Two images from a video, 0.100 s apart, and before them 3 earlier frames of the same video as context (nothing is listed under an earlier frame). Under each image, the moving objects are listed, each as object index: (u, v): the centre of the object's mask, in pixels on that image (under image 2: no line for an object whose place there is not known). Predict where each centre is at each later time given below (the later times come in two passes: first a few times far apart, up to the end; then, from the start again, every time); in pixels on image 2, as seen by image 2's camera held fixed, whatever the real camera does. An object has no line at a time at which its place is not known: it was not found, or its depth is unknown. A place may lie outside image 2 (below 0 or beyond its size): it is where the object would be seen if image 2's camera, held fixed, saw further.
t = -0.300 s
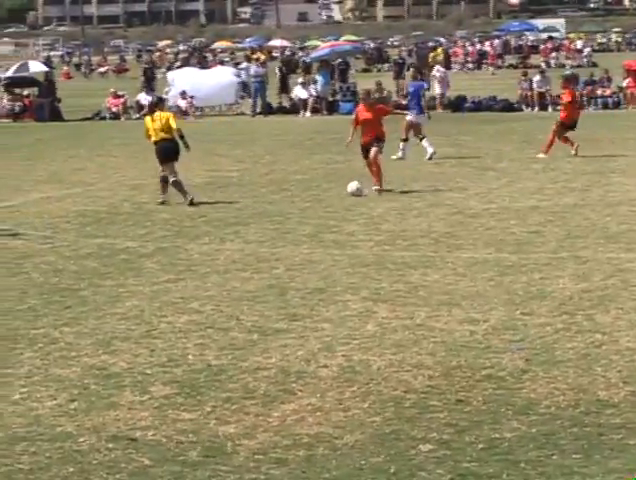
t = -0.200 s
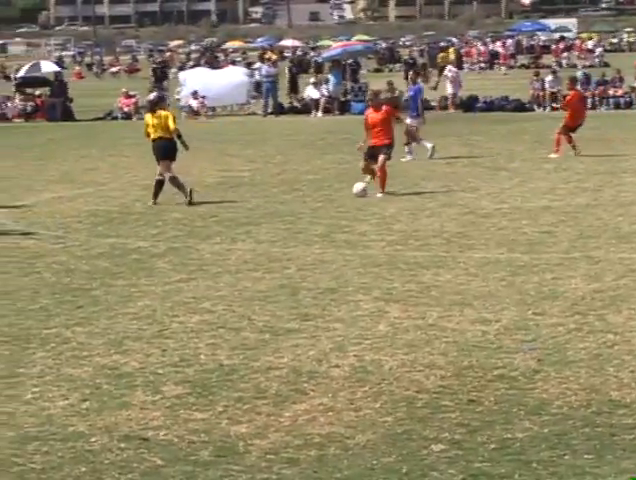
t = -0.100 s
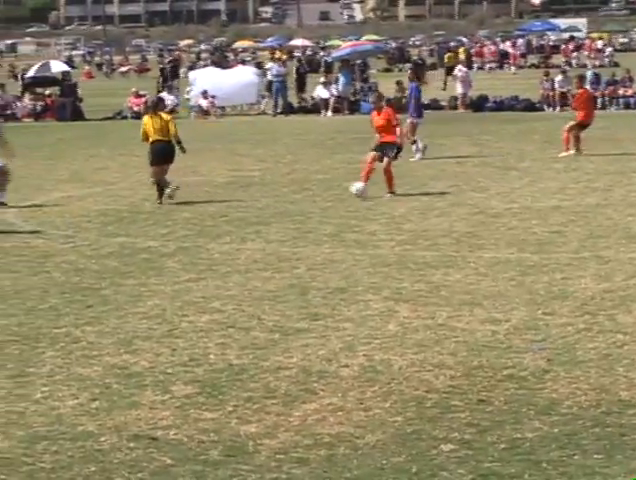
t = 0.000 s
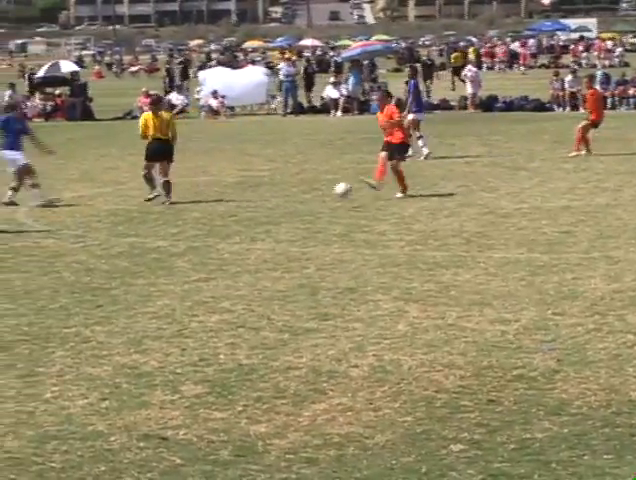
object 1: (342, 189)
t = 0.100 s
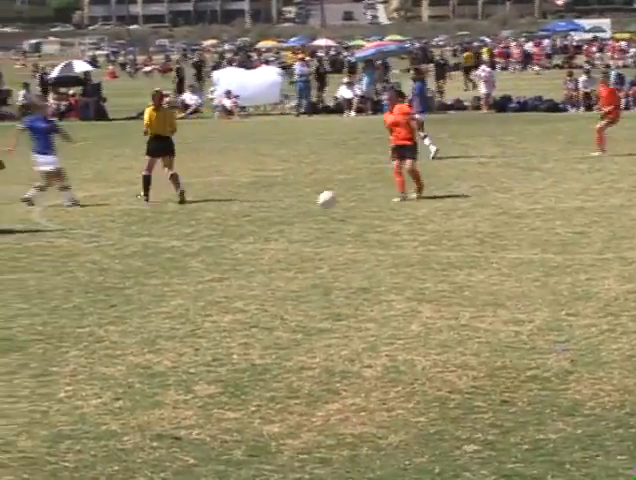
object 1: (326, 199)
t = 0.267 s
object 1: (273, 226)
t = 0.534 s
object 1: (185, 260)
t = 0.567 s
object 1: (174, 264)
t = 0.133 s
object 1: (316, 204)
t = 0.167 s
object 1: (305, 212)
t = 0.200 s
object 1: (295, 220)
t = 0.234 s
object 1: (283, 226)
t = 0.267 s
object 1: (273, 226)
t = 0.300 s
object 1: (264, 226)
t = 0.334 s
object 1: (253, 226)
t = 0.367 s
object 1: (243, 228)
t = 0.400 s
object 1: (232, 231)
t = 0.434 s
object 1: (221, 236)
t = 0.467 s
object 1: (209, 243)
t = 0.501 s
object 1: (198, 251)
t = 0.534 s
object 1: (185, 260)
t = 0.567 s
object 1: (174, 264)
